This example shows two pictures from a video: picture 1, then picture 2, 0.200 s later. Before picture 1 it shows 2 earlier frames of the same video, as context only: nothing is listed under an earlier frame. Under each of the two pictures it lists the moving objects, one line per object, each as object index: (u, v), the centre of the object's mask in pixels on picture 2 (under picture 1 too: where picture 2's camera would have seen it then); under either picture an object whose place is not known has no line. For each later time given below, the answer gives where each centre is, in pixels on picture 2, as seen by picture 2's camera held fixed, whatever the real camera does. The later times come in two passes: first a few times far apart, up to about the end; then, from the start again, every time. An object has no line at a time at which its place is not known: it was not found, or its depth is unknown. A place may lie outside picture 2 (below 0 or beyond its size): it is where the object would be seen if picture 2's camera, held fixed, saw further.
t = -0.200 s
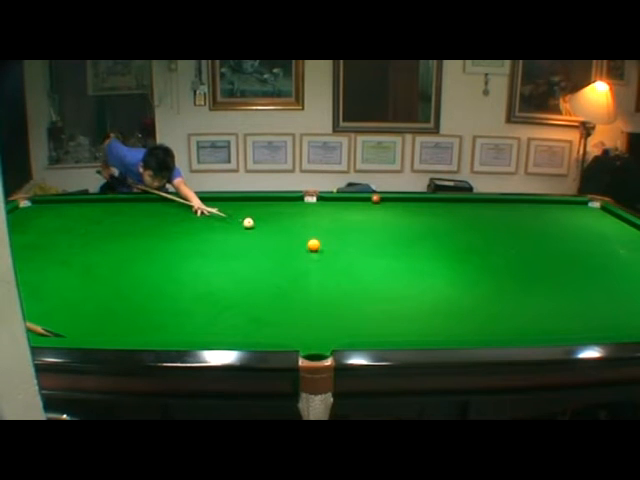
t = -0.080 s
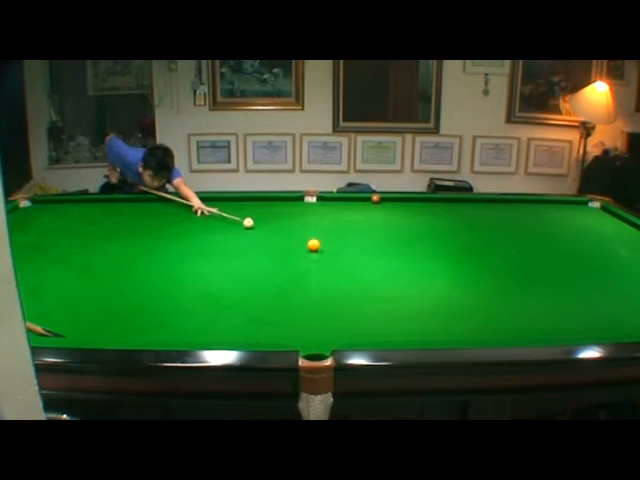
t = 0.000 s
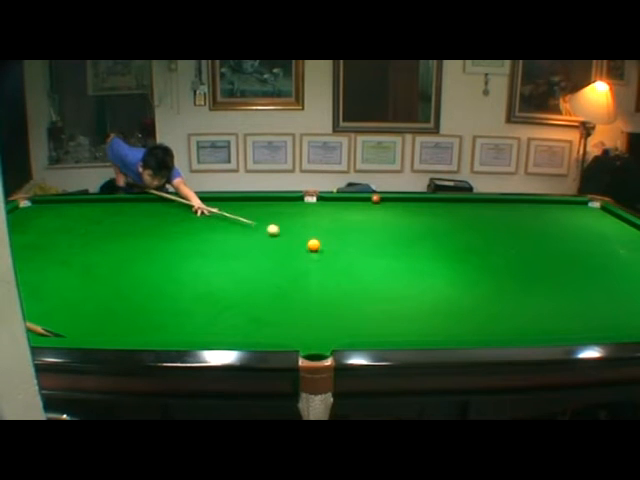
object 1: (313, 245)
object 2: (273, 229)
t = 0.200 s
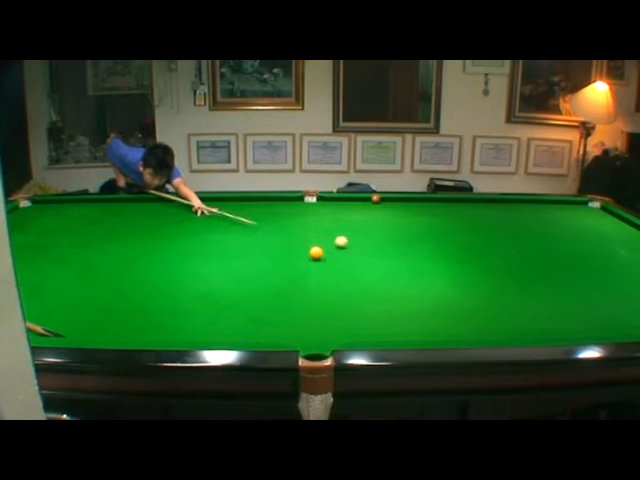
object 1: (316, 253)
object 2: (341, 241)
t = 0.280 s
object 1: (318, 259)
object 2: (368, 243)
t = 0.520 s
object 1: (325, 282)
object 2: (449, 249)
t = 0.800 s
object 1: (335, 314)
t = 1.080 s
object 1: (330, 330)
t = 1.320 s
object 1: (302, 310)
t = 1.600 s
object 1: (275, 291)
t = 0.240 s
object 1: (317, 256)
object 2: (354, 242)
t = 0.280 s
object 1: (318, 259)
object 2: (368, 243)
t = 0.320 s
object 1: (319, 263)
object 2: (381, 244)
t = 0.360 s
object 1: (320, 266)
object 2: (395, 245)
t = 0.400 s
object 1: (321, 270)
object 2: (408, 246)
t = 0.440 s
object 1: (323, 274)
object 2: (422, 247)
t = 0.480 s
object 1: (324, 278)
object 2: (435, 248)
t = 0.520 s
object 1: (325, 282)
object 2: (449, 249)
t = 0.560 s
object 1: (327, 286)
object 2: (463, 250)
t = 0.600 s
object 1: (328, 290)
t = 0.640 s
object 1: (329, 294)
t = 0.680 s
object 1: (330, 299)
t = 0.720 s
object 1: (332, 304)
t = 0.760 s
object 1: (334, 309)
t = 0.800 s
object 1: (335, 314)
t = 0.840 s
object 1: (337, 319)
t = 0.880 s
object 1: (338, 325)
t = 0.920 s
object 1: (340, 330)
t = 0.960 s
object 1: (341, 334)
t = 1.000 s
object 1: (341, 336)
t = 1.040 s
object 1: (335, 333)
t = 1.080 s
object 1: (330, 330)
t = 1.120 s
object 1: (325, 327)
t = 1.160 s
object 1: (320, 323)
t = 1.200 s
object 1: (315, 320)
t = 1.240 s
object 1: (311, 317)
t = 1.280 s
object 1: (306, 313)
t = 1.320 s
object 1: (302, 310)
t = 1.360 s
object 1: (298, 307)
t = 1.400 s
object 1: (294, 304)
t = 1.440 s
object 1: (290, 301)
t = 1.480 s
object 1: (286, 298)
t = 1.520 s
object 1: (282, 296)
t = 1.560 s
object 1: (279, 293)
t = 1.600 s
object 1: (275, 291)
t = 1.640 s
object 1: (272, 288)
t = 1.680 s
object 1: (269, 286)
